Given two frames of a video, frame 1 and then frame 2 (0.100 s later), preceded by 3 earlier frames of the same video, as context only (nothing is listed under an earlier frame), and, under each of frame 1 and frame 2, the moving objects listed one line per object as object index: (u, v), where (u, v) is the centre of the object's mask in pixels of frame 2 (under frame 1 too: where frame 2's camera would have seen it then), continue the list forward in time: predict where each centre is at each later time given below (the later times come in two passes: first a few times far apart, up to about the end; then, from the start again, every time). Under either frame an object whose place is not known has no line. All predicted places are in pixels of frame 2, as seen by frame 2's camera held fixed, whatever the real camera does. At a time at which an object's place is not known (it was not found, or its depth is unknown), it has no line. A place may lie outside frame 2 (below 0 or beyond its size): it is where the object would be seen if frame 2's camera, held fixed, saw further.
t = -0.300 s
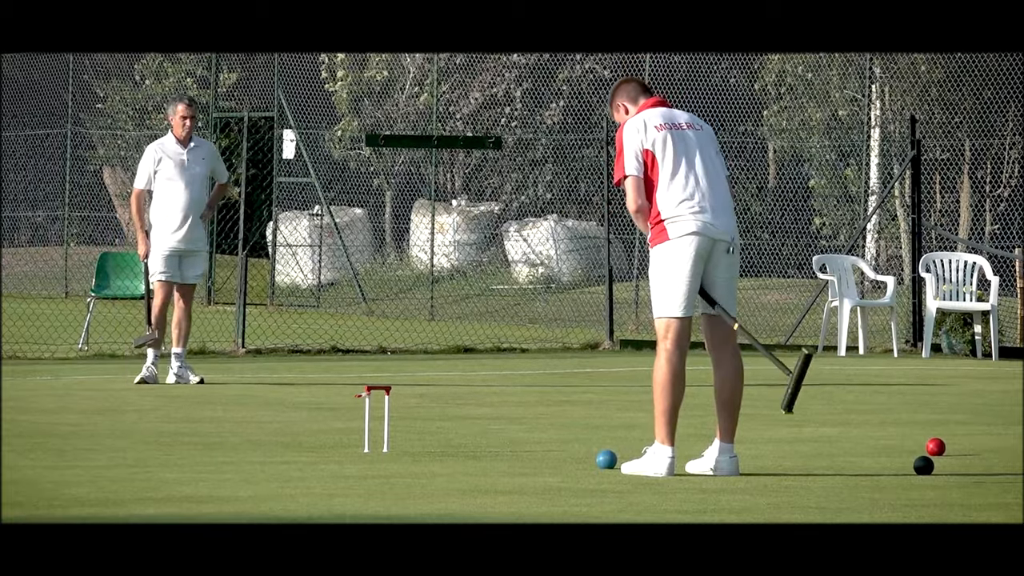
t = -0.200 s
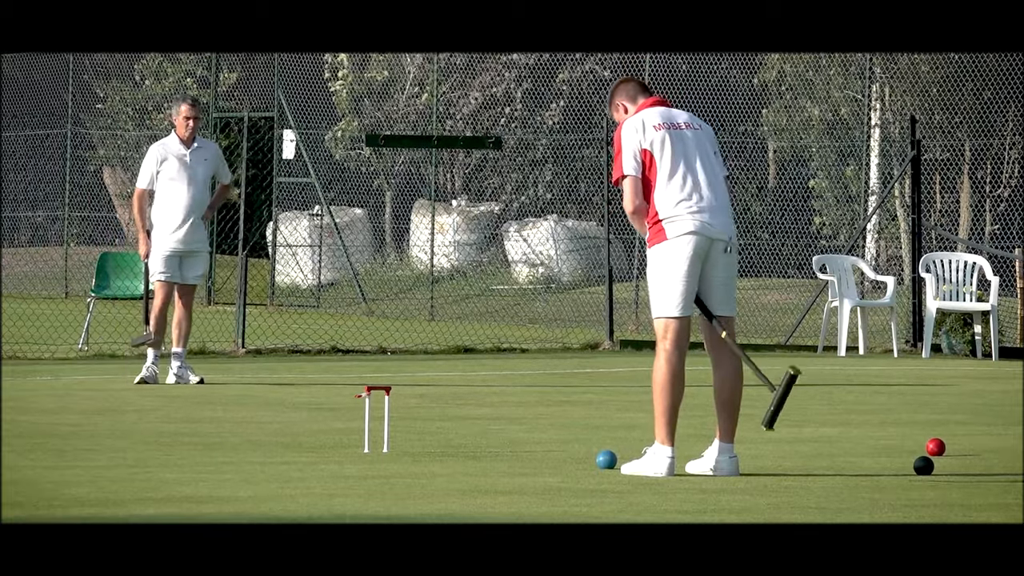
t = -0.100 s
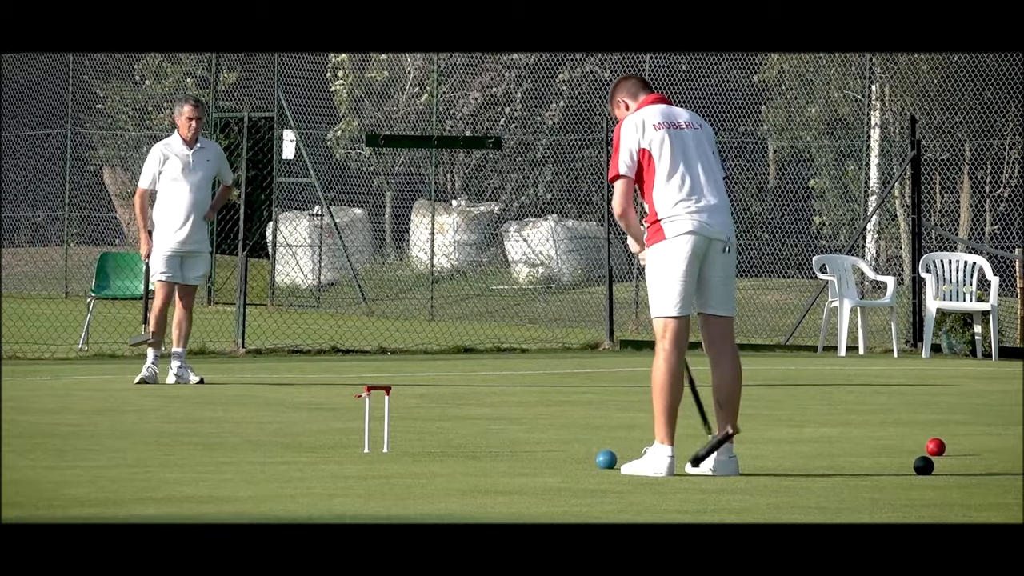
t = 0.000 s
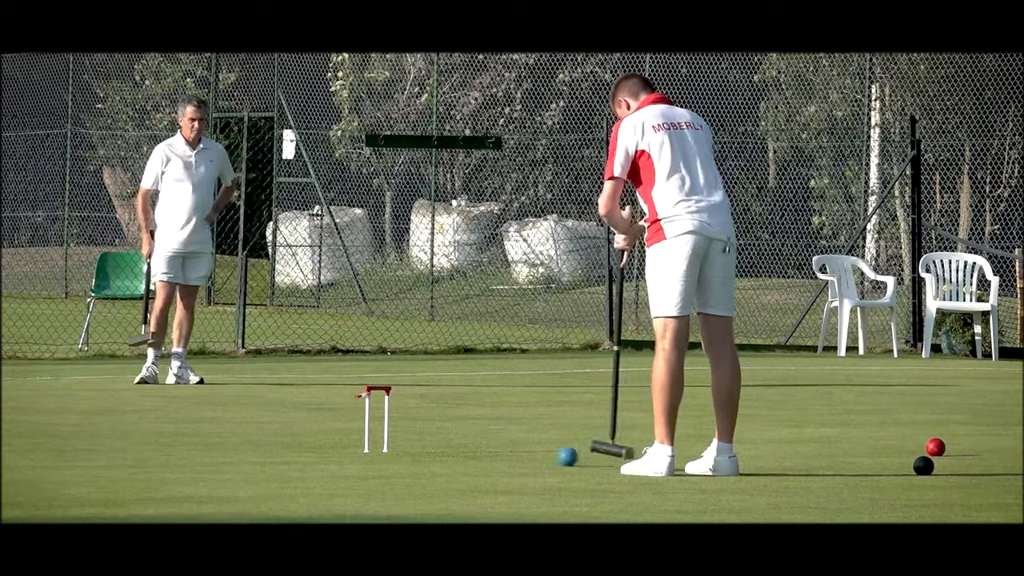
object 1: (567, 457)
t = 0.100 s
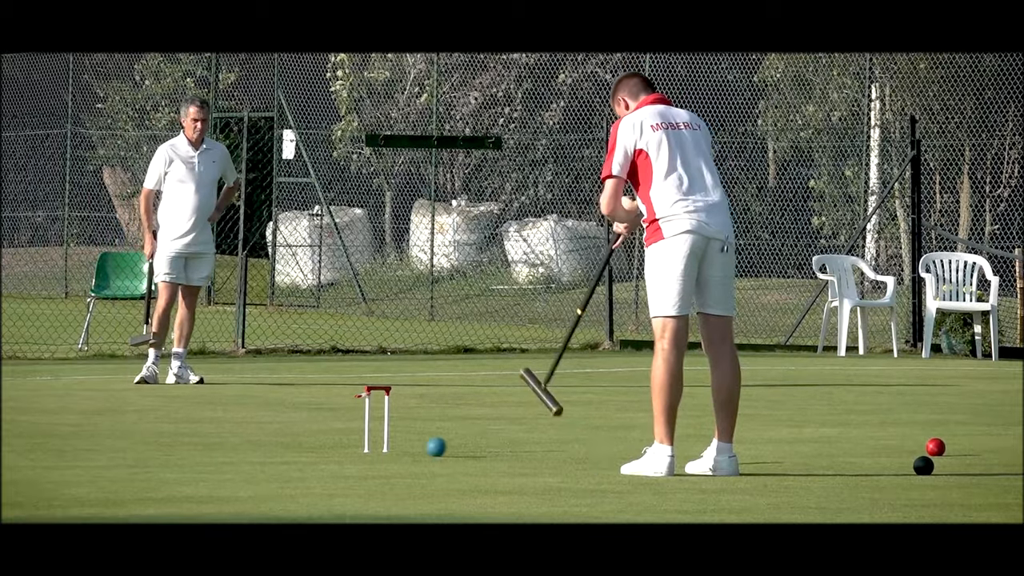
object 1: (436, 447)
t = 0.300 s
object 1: (307, 429)
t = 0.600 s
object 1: (170, 424)
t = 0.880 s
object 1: (55, 415)
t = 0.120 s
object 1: (411, 445)
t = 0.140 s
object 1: (388, 444)
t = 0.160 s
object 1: (375, 439)
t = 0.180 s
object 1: (361, 435)
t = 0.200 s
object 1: (354, 432)
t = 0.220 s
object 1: (345, 430)
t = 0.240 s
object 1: (335, 429)
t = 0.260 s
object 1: (326, 428)
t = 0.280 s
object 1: (317, 428)
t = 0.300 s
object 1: (307, 429)
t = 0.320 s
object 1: (297, 431)
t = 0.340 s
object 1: (288, 434)
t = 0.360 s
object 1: (279, 437)
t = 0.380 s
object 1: (269, 435)
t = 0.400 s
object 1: (260, 431)
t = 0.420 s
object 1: (251, 428)
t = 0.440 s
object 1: (242, 426)
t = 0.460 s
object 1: (233, 425)
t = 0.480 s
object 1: (224, 425)
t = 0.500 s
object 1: (215, 426)
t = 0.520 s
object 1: (205, 427)
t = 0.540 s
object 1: (196, 429)
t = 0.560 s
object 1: (188, 428)
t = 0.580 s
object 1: (179, 426)
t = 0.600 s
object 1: (170, 424)
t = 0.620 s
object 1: (161, 422)
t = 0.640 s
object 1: (153, 422)
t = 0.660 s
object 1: (145, 422)
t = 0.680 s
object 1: (136, 423)
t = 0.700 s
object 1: (128, 423)
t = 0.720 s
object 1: (118, 421)
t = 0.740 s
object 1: (110, 419)
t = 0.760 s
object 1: (102, 419)
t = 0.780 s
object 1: (94, 418)
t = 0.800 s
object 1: (86, 419)
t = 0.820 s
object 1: (78, 419)
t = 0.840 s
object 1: (70, 418)
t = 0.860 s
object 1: (62, 416)
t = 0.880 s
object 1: (55, 415)
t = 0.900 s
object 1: (47, 415)
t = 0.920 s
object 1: (39, 416)
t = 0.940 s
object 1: (32, 416)
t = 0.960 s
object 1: (24, 414)
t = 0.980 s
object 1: (17, 413)
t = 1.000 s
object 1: (9, 412)
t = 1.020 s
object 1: (5, 413)
